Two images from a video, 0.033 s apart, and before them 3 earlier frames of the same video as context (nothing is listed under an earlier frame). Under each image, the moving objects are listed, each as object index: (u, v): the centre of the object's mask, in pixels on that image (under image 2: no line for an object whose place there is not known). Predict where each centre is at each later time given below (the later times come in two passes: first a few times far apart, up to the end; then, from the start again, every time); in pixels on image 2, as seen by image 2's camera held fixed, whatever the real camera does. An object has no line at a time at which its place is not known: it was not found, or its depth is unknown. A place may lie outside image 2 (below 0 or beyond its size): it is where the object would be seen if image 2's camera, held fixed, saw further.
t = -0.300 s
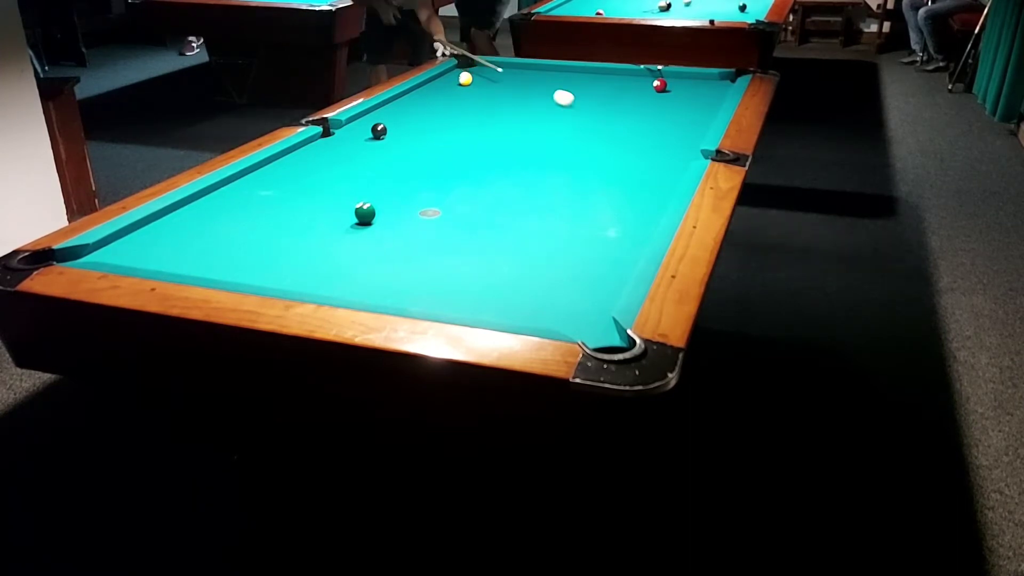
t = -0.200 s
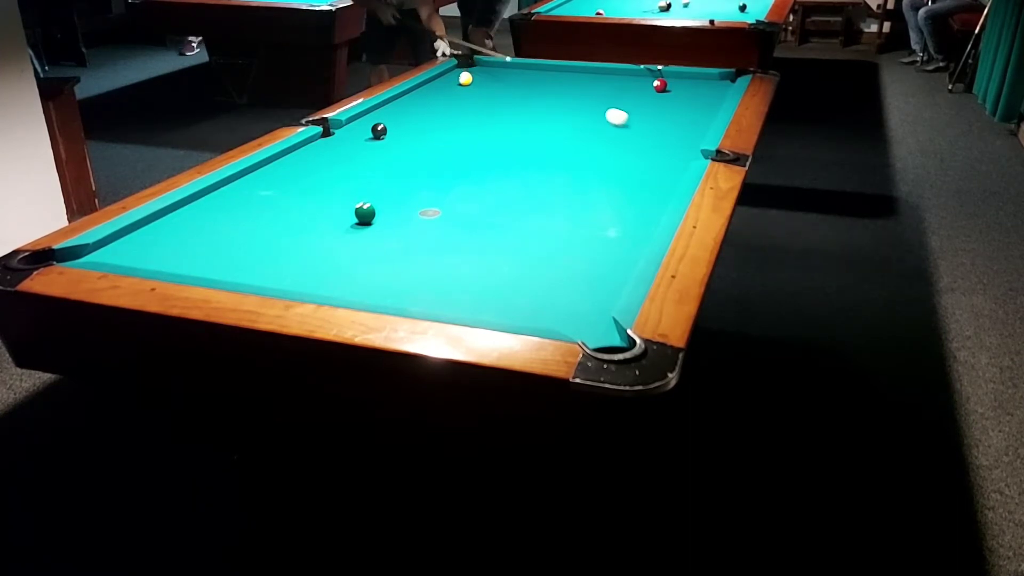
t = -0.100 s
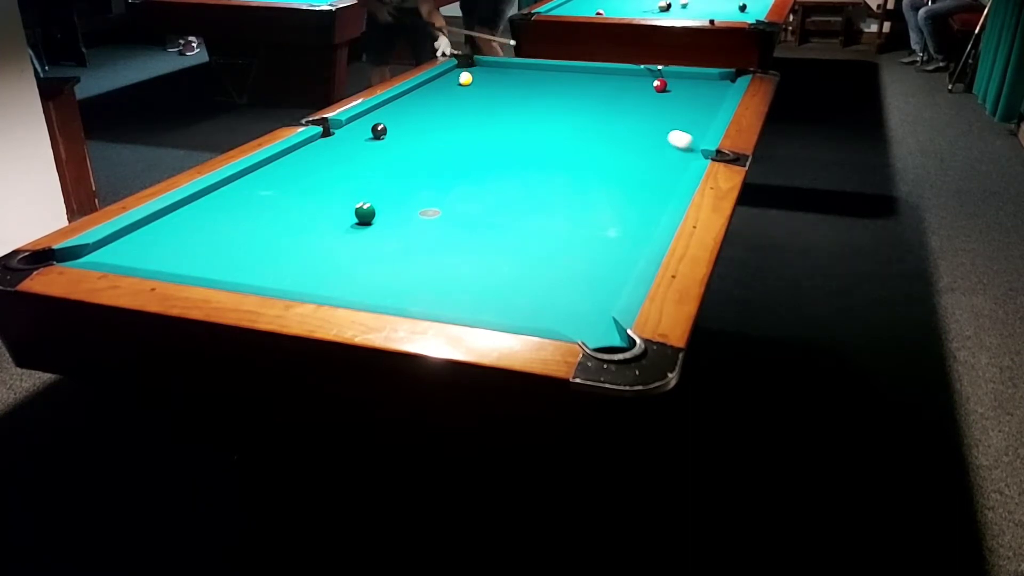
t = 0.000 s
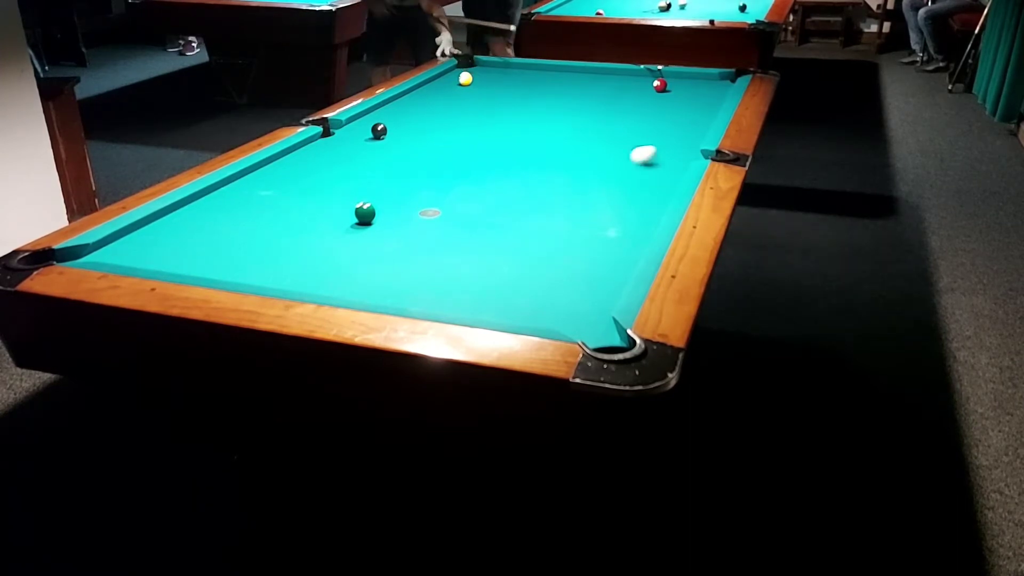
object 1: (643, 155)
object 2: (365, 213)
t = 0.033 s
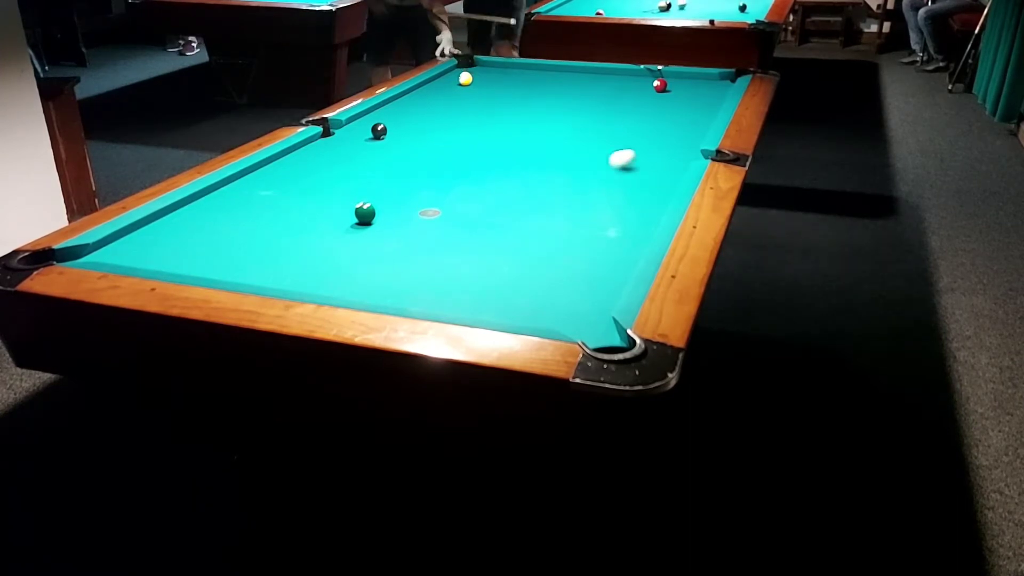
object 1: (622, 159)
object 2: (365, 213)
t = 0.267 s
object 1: (472, 190)
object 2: (365, 213)
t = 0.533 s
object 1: (377, 219)
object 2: (254, 228)
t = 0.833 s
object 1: (318, 246)
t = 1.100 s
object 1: (260, 271)
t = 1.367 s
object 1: (215, 266)
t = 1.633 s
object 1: (183, 248)
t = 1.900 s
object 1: (156, 230)
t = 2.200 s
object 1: (189, 214)
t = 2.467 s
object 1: (238, 203)
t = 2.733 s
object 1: (282, 193)
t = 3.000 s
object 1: (320, 184)
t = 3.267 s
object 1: (355, 177)
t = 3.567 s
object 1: (389, 169)
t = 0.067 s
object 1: (601, 163)
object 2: (365, 213)
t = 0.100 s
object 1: (581, 168)
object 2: (365, 213)
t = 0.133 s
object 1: (560, 172)
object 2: (365, 213)
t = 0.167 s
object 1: (539, 176)
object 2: (365, 213)
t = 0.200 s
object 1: (517, 181)
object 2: (365, 213)
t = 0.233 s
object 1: (495, 186)
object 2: (365, 213)
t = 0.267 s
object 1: (472, 190)
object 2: (365, 213)
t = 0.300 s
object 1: (448, 195)
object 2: (365, 213)
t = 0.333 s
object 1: (425, 201)
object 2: (365, 213)
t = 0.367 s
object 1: (399, 206)
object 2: (365, 213)
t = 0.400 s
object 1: (386, 211)
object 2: (352, 215)
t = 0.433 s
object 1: (386, 213)
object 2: (327, 218)
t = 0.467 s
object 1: (385, 215)
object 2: (301, 222)
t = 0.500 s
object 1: (382, 217)
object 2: (278, 225)
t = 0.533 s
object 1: (377, 219)
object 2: (254, 228)
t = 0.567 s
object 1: (371, 222)
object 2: (233, 232)
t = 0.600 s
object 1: (365, 225)
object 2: (211, 235)
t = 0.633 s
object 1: (359, 228)
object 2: (191, 238)
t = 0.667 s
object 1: (352, 231)
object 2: (168, 241)
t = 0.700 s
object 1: (346, 234)
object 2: (147, 245)
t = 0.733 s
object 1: (339, 237)
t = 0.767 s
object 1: (332, 240)
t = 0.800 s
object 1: (325, 243)
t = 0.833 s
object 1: (318, 246)
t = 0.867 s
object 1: (311, 249)
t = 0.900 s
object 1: (304, 252)
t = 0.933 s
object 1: (296, 256)
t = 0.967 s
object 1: (290, 258)
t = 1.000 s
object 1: (282, 262)
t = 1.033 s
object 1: (274, 265)
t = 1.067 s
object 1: (267, 268)
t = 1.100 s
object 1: (260, 271)
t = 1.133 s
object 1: (252, 272)
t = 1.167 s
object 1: (245, 273)
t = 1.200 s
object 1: (237, 275)
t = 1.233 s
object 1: (232, 274)
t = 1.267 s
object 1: (228, 272)
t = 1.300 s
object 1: (223, 270)
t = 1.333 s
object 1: (219, 268)
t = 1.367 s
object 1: (215, 266)
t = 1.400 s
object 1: (210, 265)
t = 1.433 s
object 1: (206, 262)
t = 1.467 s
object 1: (202, 260)
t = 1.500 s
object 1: (198, 257)
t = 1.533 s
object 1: (194, 255)
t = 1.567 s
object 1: (191, 252)
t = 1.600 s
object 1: (186, 250)
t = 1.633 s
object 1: (183, 248)
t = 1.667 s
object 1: (180, 245)
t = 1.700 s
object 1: (176, 243)
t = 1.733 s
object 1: (172, 240)
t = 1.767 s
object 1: (169, 238)
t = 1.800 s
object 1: (166, 236)
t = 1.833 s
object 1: (162, 234)
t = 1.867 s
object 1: (159, 232)
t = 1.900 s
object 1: (156, 230)
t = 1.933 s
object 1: (153, 228)
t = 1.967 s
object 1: (150, 226)
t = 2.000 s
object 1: (149, 224)
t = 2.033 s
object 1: (155, 222)
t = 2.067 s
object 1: (162, 220)
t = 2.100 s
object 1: (169, 219)
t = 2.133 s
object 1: (176, 217)
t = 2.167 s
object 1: (183, 216)
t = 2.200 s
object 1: (189, 214)
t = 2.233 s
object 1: (196, 213)
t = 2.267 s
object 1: (202, 211)
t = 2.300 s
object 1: (208, 210)
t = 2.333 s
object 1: (215, 208)
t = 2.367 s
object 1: (221, 207)
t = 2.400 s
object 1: (227, 205)
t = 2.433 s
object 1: (233, 204)
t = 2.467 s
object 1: (238, 203)
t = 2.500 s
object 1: (244, 202)
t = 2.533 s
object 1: (250, 200)
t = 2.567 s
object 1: (255, 199)
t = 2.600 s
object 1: (261, 197)
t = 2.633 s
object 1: (266, 196)
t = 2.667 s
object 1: (271, 195)
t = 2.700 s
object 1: (276, 194)
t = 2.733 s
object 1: (282, 193)
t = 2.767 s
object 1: (287, 192)
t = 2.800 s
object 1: (292, 190)
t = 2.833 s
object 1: (297, 189)
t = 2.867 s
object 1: (302, 188)
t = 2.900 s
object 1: (306, 187)
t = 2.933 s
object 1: (311, 186)
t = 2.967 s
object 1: (316, 185)
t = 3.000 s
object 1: (320, 184)
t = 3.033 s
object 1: (325, 183)
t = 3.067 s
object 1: (329, 182)
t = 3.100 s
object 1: (334, 181)
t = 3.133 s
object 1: (338, 180)
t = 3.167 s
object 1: (342, 180)
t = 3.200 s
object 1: (347, 178)
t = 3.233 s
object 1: (351, 177)
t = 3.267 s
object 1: (355, 177)
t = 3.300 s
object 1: (359, 176)
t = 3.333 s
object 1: (363, 175)
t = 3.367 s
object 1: (367, 174)
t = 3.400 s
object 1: (371, 173)
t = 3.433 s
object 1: (374, 173)
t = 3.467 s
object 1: (378, 172)
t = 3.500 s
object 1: (382, 171)
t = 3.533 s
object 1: (386, 170)
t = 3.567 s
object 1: (389, 169)
